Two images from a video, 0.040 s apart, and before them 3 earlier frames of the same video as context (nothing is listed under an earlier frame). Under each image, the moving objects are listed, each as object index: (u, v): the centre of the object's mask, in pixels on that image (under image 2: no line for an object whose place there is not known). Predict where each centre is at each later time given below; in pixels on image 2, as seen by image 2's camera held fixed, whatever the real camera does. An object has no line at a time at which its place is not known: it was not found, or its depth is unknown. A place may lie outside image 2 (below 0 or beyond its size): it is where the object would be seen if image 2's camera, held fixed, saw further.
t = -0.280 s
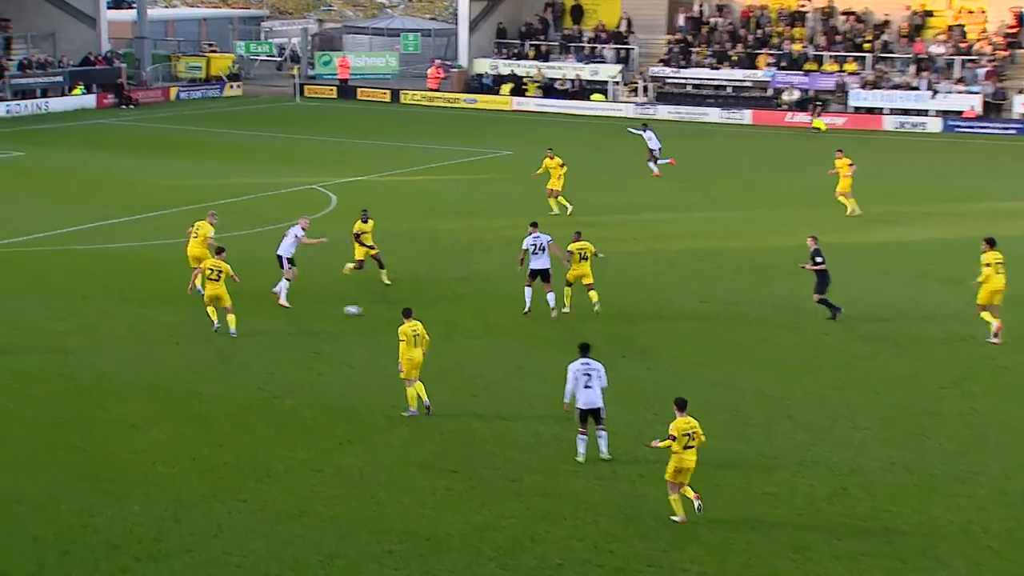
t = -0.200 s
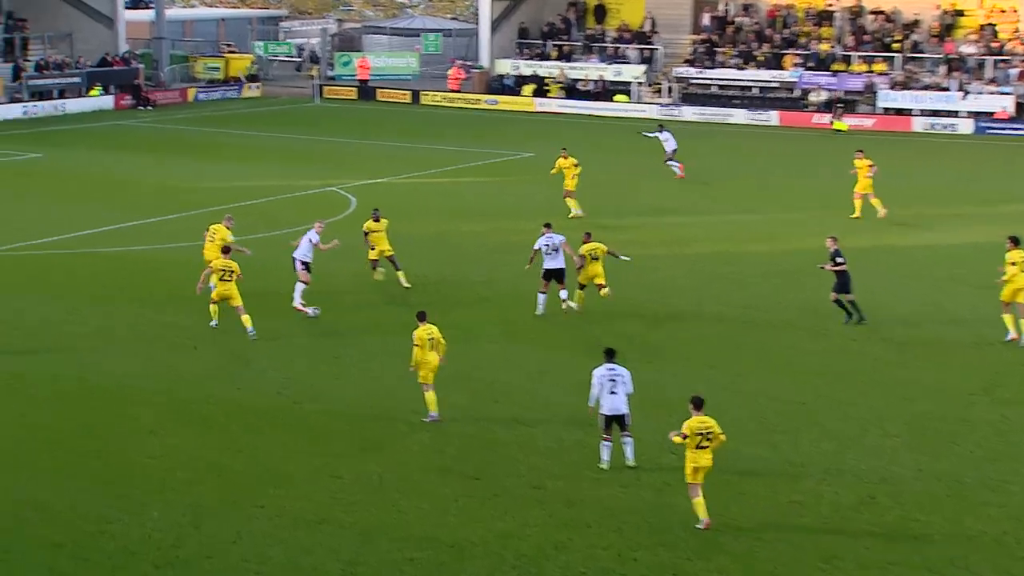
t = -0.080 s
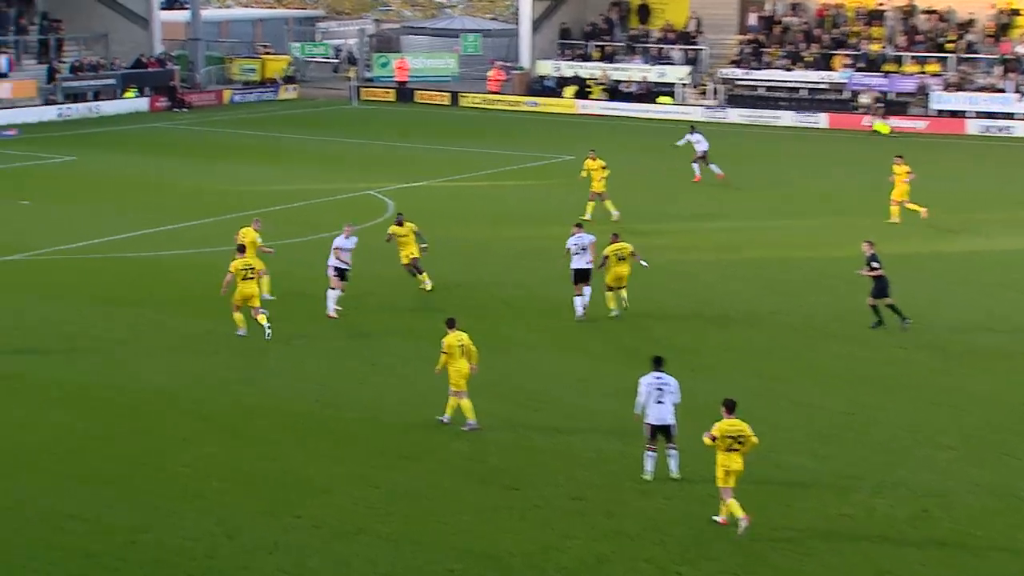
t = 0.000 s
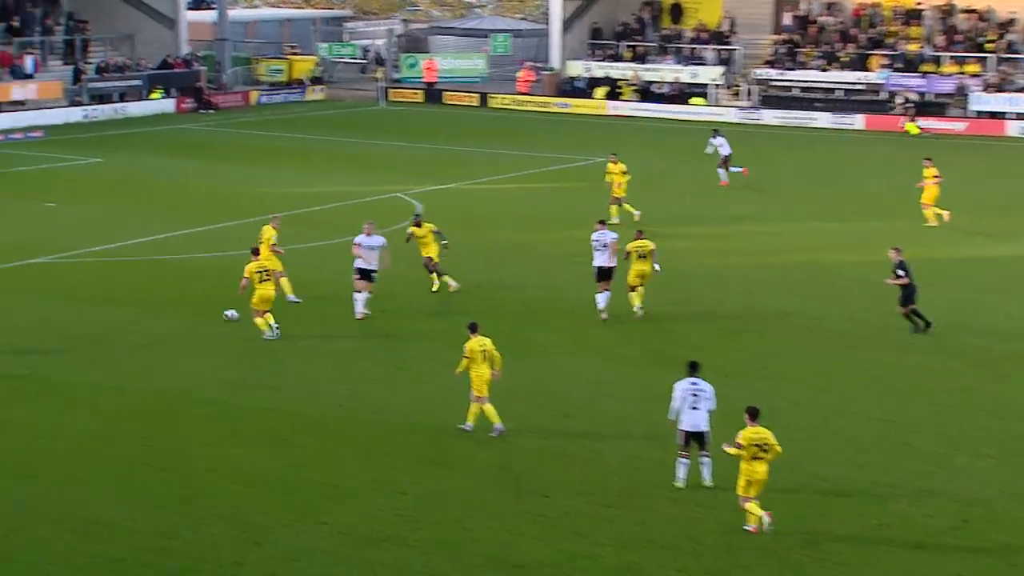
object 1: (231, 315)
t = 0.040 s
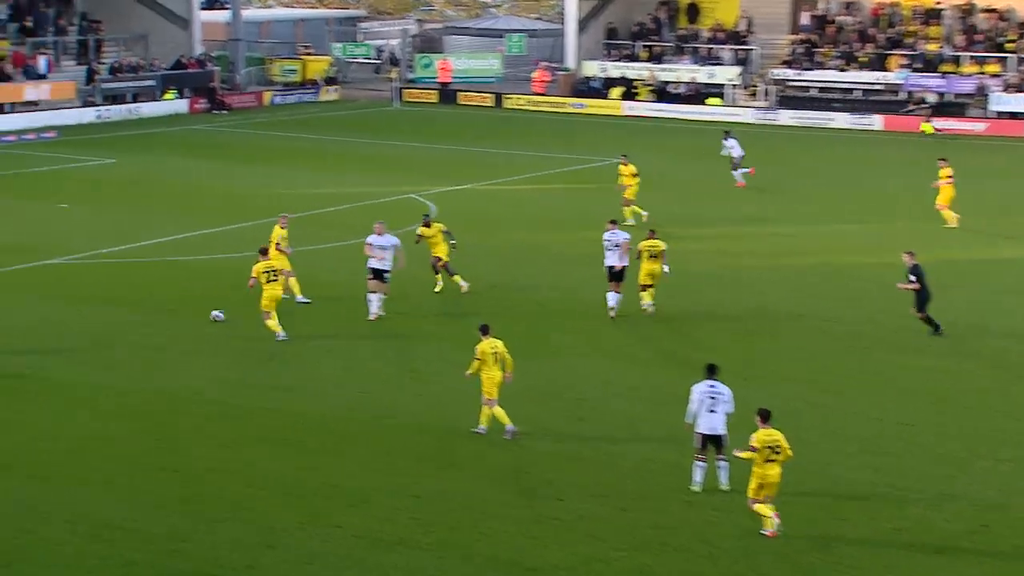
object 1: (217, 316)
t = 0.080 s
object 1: (192, 314)
